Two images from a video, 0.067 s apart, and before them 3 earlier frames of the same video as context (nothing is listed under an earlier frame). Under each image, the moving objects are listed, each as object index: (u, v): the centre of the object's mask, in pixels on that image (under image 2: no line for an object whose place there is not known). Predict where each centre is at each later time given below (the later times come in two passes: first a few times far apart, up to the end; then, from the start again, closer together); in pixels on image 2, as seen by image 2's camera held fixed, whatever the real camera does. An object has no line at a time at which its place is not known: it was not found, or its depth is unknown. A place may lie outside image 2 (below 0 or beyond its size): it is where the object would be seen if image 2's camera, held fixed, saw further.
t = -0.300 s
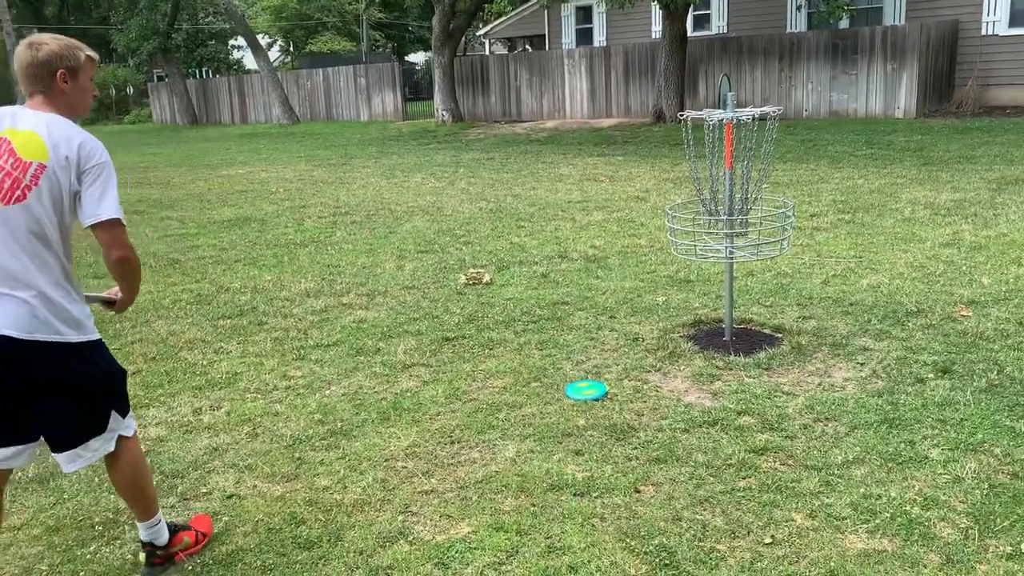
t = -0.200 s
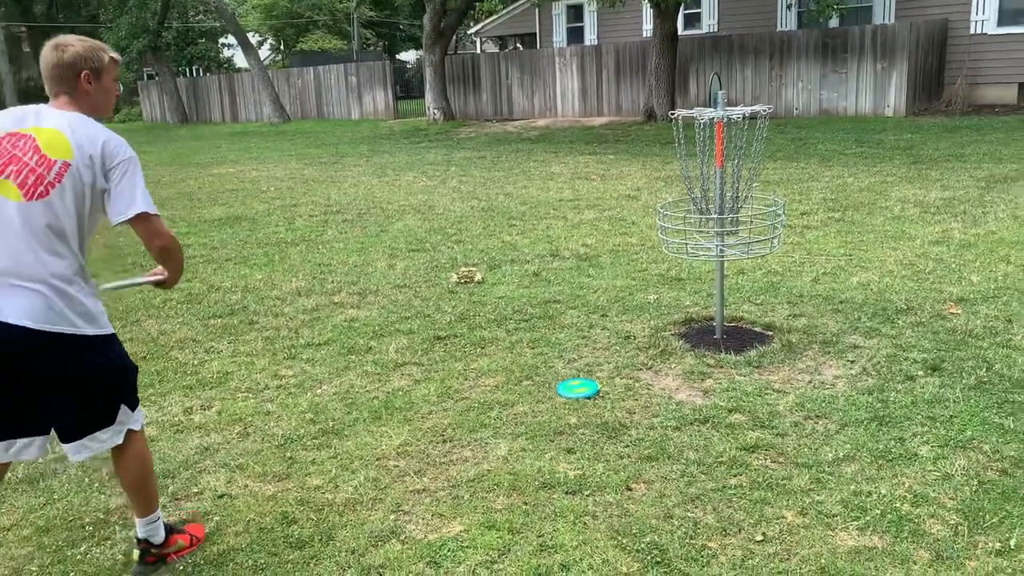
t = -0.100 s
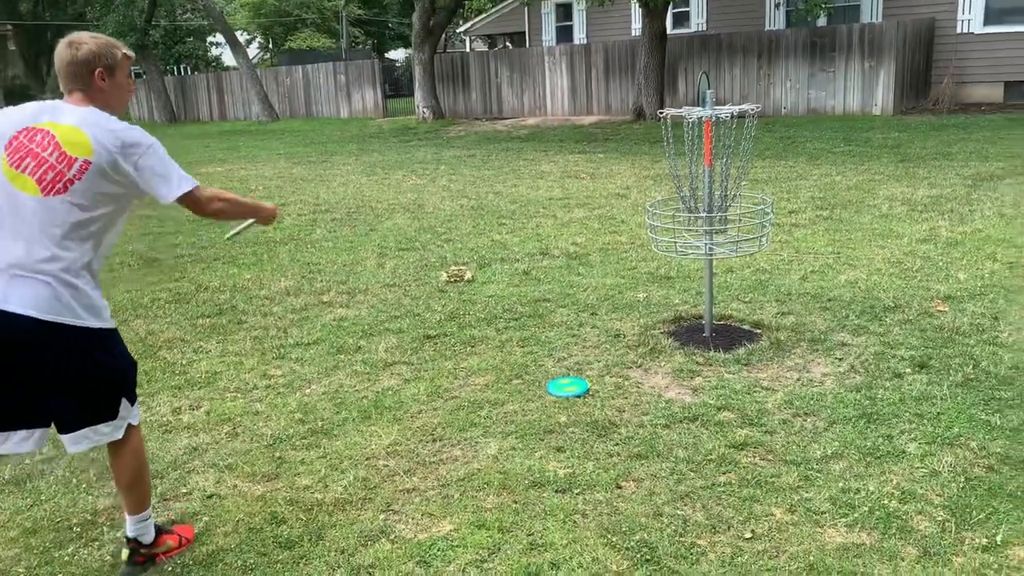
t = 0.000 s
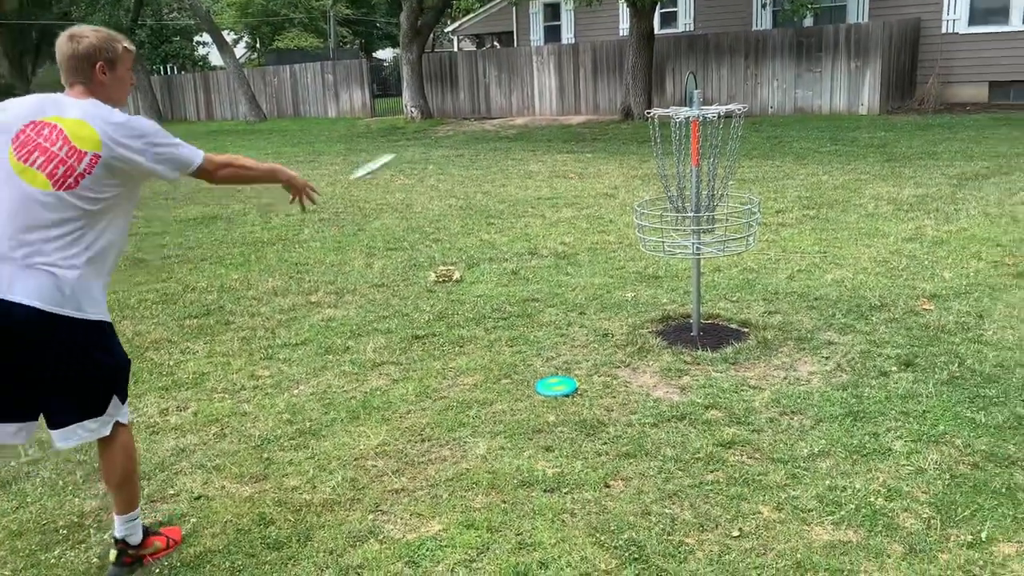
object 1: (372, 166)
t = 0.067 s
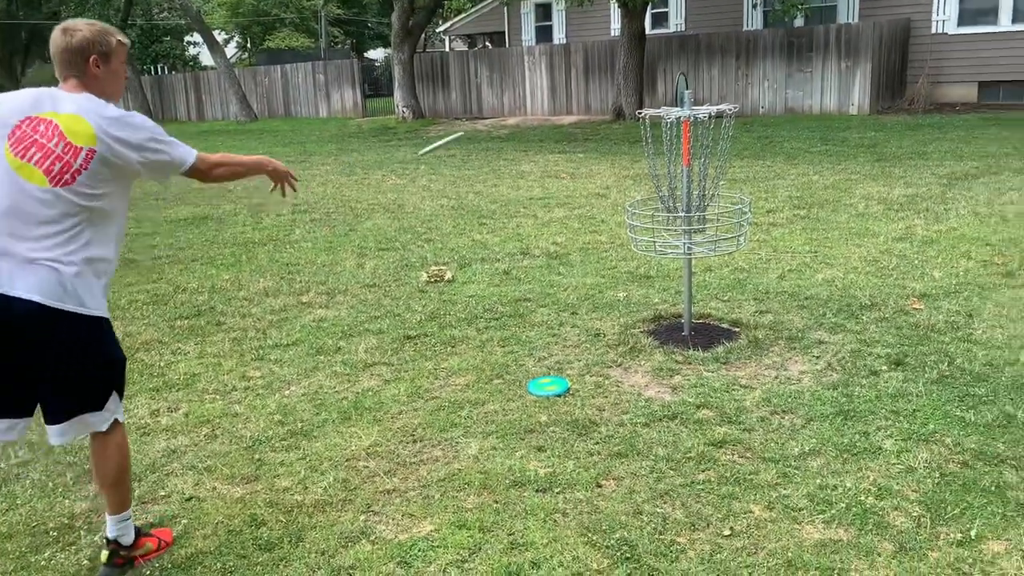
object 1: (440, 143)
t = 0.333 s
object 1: (667, 126)
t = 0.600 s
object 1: (653, 233)
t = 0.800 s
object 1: (650, 229)
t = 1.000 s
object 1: (644, 234)
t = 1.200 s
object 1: (643, 235)
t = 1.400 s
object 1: (643, 235)
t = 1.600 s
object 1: (646, 235)
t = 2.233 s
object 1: (644, 235)
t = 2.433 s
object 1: (644, 235)
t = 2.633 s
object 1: (644, 235)
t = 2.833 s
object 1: (644, 235)
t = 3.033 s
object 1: (643, 235)
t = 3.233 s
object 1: (643, 236)
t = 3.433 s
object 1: (643, 236)
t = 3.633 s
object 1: (642, 235)
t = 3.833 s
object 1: (643, 234)
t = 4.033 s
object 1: (643, 234)
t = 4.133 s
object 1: (643, 234)
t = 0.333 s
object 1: (667, 126)
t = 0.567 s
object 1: (652, 226)
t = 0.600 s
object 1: (653, 233)
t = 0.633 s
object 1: (655, 230)
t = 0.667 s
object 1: (652, 230)
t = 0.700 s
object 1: (652, 230)
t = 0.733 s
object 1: (652, 230)
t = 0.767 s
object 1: (651, 229)
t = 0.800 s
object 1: (650, 229)
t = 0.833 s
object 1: (646, 230)
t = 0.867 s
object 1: (648, 231)
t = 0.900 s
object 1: (647, 232)
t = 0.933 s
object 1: (645, 234)
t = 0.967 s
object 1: (645, 234)
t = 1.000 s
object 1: (644, 234)
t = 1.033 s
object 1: (645, 234)
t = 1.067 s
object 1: (644, 235)
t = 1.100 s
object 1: (643, 235)
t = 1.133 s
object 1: (643, 235)
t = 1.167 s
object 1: (643, 235)
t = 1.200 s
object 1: (643, 235)
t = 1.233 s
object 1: (643, 234)
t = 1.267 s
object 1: (643, 235)
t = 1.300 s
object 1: (643, 235)
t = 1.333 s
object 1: (643, 234)
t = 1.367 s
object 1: (643, 235)
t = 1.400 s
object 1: (643, 235)
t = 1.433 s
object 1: (643, 235)
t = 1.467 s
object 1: (644, 235)
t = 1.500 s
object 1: (645, 235)
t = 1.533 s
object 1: (644, 235)
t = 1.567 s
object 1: (645, 235)
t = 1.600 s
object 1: (646, 235)
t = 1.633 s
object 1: (645, 235)
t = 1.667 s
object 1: (645, 235)
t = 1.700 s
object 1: (645, 235)
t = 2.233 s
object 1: (644, 235)
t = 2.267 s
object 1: (644, 235)
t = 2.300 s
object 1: (644, 235)
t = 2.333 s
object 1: (645, 235)
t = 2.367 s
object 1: (644, 235)
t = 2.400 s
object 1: (644, 235)
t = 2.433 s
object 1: (644, 235)
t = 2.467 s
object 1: (644, 235)
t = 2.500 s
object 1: (644, 235)
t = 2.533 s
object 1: (645, 235)
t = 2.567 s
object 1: (644, 234)
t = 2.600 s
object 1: (644, 235)
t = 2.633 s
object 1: (644, 235)
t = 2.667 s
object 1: (644, 235)
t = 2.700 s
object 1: (644, 235)
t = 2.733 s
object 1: (644, 235)
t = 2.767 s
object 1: (643, 235)
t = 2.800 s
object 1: (644, 235)
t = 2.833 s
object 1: (644, 235)
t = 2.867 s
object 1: (643, 235)
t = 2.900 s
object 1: (643, 235)
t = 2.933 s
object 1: (643, 235)
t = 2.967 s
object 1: (643, 235)
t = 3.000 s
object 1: (643, 235)
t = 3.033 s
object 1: (643, 235)
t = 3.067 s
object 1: (644, 235)
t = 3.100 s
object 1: (643, 235)
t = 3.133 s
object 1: (643, 235)
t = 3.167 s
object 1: (643, 235)
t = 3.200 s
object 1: (643, 235)
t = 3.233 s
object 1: (643, 236)
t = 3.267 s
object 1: (643, 236)
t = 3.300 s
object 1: (643, 235)
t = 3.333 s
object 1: (643, 235)
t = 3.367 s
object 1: (643, 236)
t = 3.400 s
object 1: (643, 236)
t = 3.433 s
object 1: (643, 236)
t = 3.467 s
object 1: (643, 235)
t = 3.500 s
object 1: (643, 236)
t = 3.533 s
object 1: (643, 235)
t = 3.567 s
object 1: (643, 235)
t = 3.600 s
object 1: (643, 235)
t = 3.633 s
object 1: (642, 235)
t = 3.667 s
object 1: (643, 235)
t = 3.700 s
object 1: (642, 235)
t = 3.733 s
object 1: (643, 235)
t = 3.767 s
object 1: (642, 234)
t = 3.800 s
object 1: (643, 235)
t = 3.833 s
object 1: (643, 234)
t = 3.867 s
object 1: (643, 235)
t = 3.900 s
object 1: (643, 234)
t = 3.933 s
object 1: (644, 234)
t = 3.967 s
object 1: (643, 234)
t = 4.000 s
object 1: (643, 234)
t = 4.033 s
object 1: (643, 234)
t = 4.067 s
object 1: (643, 234)
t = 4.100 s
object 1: (644, 234)
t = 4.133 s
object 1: (643, 234)
